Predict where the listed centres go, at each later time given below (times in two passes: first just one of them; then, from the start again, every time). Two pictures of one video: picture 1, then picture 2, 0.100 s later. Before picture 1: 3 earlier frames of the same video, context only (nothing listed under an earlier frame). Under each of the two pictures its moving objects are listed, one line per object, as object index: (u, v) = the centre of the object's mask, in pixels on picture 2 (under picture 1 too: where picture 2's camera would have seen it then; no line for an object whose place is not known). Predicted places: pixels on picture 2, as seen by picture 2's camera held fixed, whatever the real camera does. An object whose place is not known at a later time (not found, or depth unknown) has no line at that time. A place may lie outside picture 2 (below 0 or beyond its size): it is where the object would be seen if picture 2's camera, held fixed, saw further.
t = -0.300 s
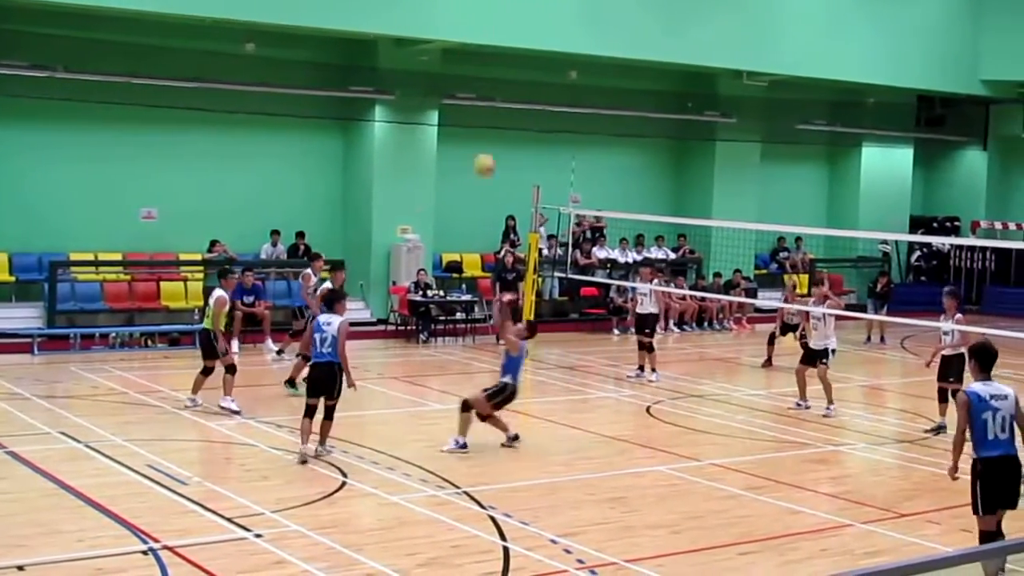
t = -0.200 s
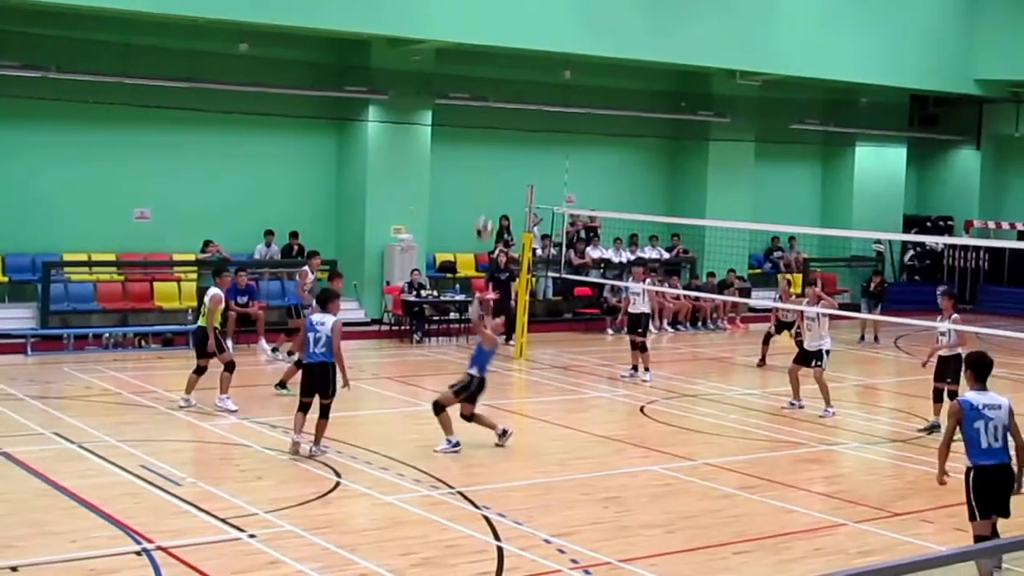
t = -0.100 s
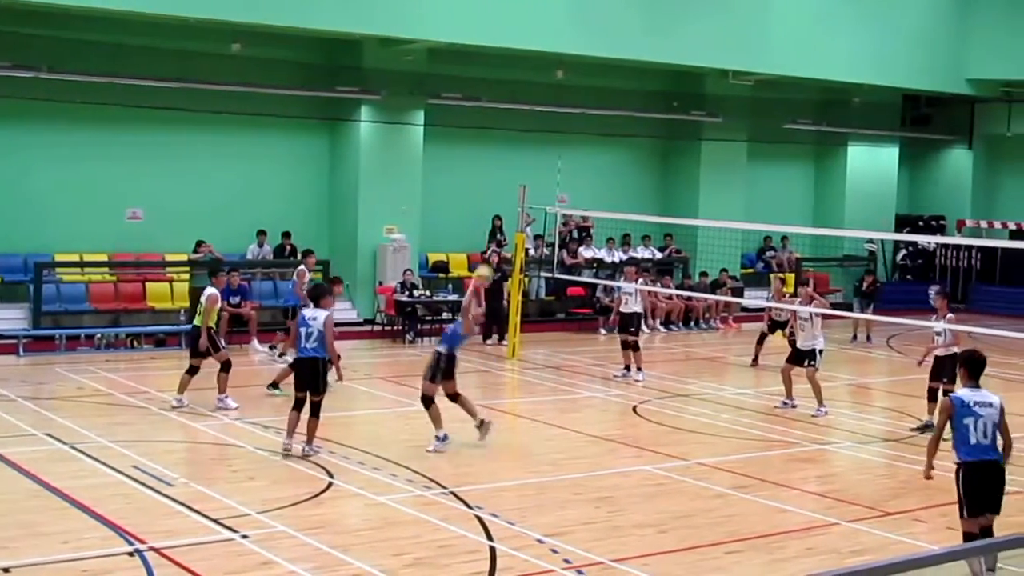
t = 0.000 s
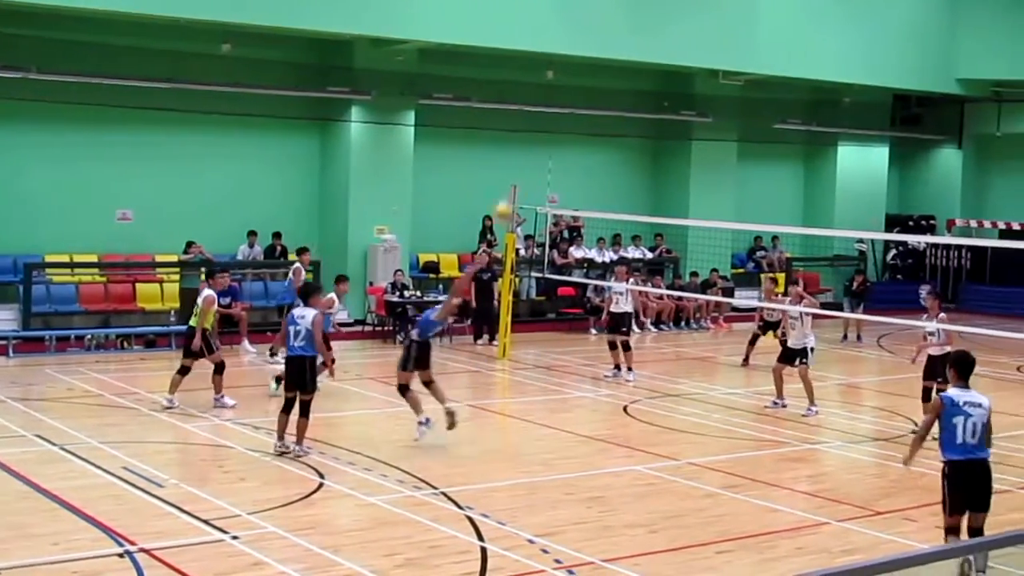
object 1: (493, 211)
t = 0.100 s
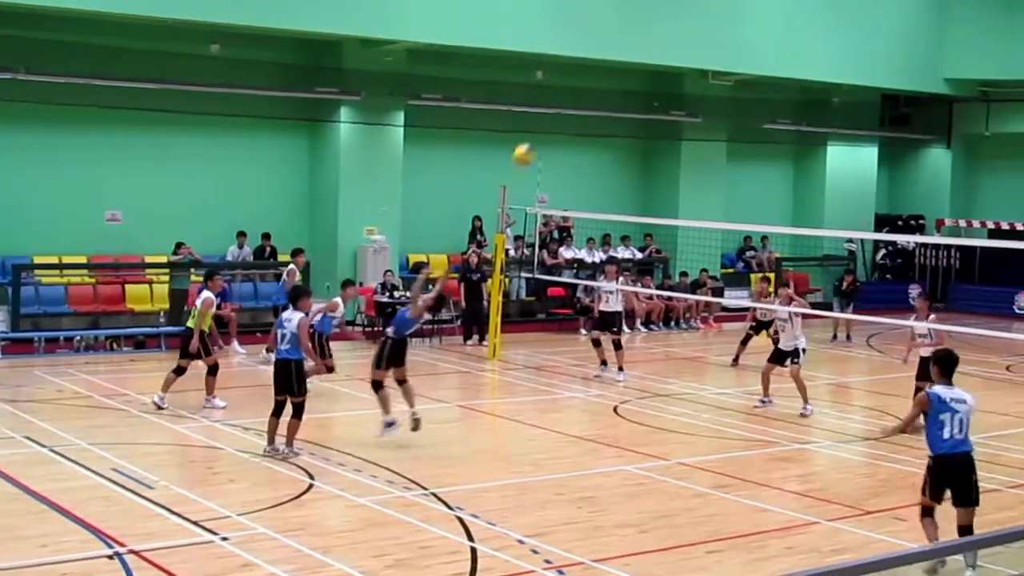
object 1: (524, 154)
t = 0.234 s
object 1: (561, 96)
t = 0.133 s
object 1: (533, 137)
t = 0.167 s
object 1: (542, 123)
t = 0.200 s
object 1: (552, 108)
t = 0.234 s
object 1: (561, 96)
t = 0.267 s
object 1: (571, 83)
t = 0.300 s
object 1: (580, 72)
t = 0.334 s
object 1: (590, 62)
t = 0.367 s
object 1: (599, 52)
